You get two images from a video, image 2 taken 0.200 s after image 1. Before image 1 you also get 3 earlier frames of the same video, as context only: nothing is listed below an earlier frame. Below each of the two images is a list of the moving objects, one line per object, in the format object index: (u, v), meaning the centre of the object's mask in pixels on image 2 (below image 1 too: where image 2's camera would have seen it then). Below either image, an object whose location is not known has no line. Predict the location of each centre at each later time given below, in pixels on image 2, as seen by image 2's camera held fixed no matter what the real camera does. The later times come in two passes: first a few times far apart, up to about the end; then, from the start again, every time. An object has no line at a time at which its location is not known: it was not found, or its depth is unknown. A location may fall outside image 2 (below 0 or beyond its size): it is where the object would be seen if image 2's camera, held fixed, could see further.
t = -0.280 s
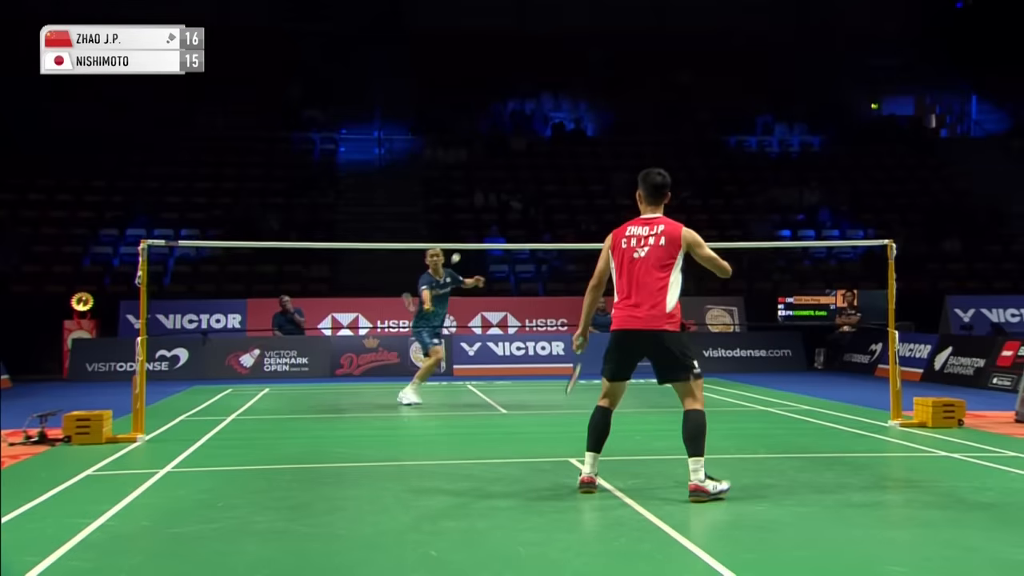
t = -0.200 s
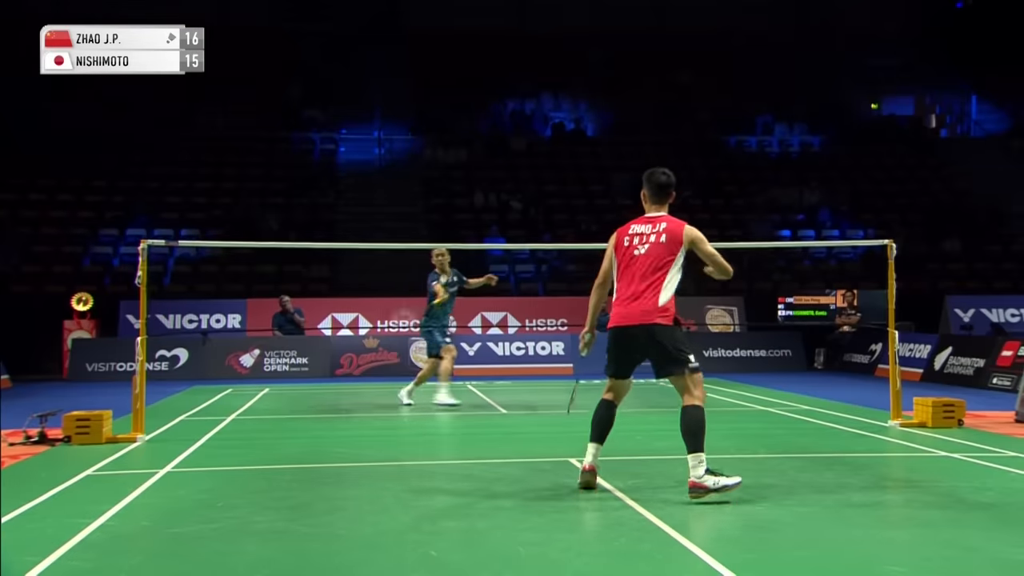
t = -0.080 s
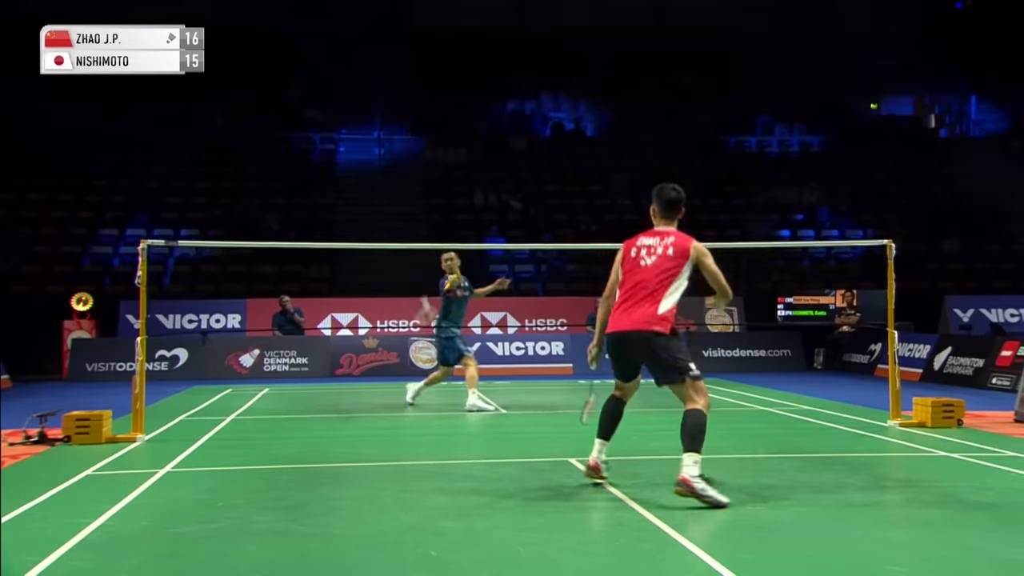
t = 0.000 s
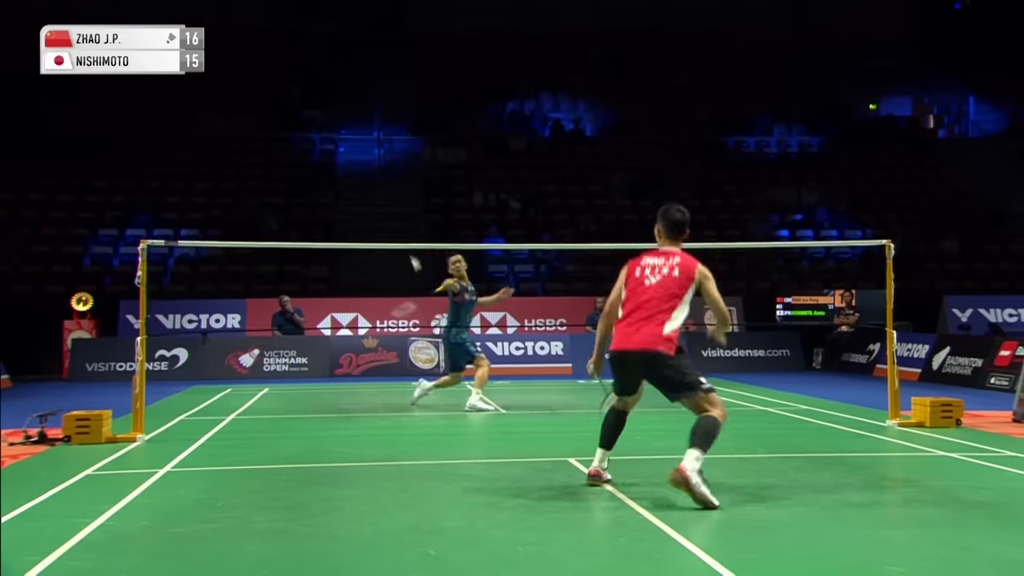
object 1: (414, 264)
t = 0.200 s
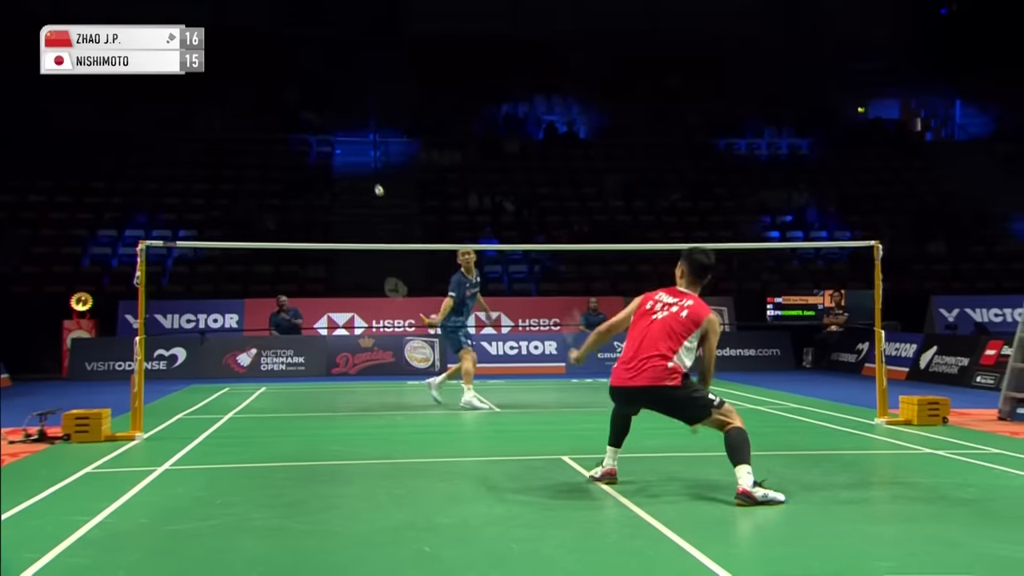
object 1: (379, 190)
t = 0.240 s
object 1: (375, 182)
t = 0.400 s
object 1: (359, 165)
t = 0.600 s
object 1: (339, 190)
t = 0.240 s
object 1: (375, 182)
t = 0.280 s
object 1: (371, 175)
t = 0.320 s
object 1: (368, 170)
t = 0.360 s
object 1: (364, 167)
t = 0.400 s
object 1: (359, 165)
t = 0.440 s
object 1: (355, 166)
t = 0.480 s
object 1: (351, 169)
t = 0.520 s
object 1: (347, 174)
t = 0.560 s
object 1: (343, 181)
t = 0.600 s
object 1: (339, 190)
